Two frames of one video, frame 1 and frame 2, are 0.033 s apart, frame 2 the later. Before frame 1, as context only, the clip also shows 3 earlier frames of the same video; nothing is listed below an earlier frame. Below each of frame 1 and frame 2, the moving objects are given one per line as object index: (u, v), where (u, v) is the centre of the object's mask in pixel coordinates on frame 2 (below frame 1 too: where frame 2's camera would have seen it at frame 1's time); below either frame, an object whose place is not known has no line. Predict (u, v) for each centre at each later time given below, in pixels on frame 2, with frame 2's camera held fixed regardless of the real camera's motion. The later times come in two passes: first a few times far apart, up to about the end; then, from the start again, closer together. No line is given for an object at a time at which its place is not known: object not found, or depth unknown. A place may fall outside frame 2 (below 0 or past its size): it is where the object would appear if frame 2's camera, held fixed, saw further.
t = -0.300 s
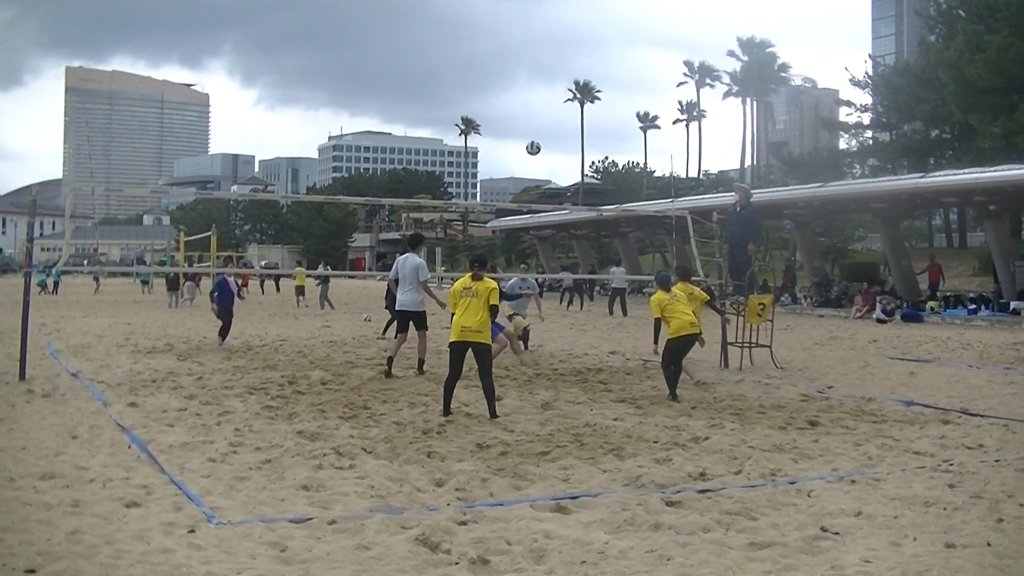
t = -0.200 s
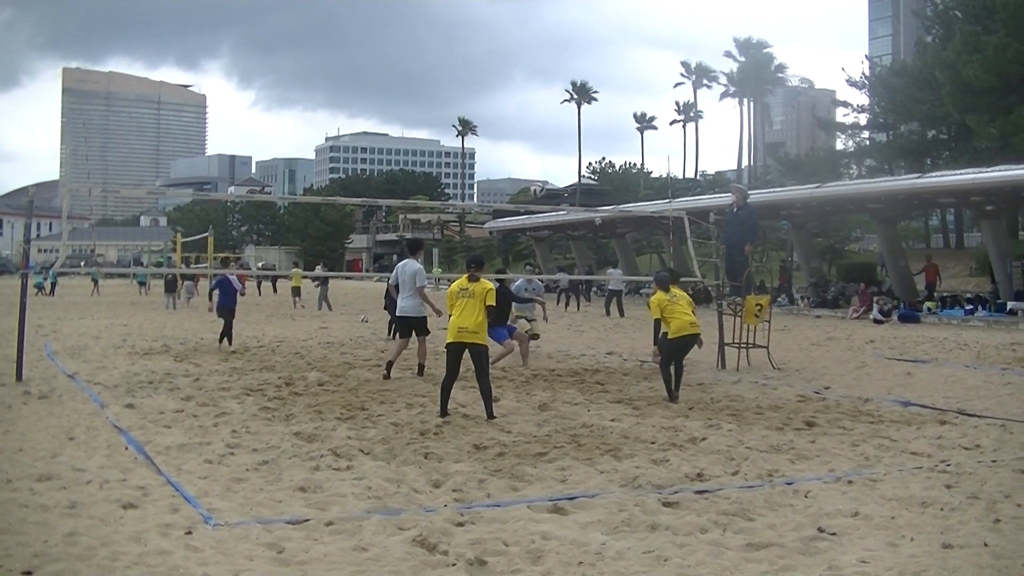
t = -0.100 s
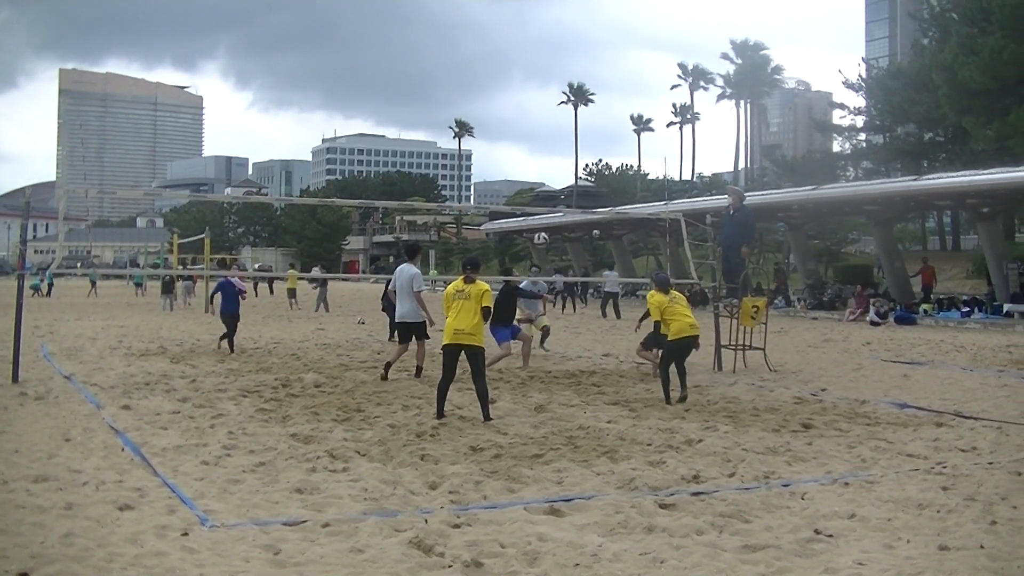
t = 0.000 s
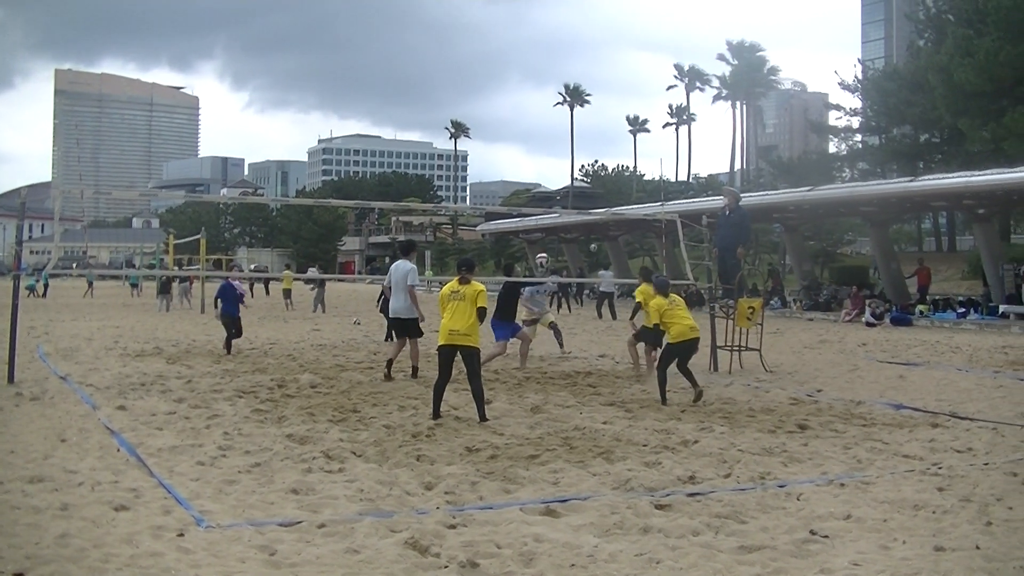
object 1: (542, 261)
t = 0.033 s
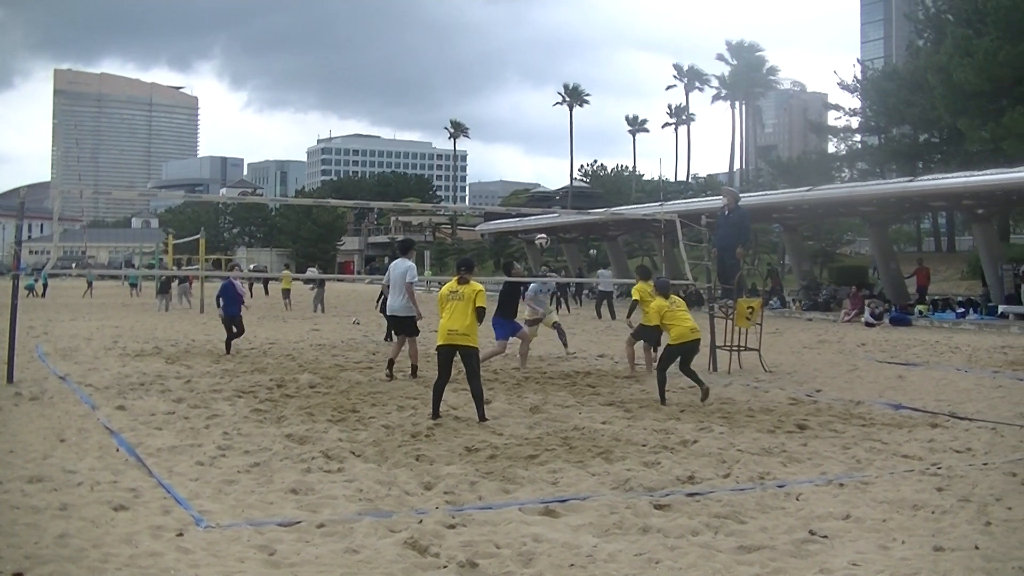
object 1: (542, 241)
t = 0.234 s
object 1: (546, 143)
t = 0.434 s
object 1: (552, 76)
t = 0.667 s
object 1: (562, 37)
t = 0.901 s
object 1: (573, 37)
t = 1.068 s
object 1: (582, 59)
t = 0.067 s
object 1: (542, 224)
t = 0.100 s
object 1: (543, 203)
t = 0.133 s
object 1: (543, 188)
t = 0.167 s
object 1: (544, 173)
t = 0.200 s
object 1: (545, 157)
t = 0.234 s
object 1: (546, 143)
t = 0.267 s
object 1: (547, 130)
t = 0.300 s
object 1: (548, 117)
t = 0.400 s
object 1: (551, 84)
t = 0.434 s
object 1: (552, 76)
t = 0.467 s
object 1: (554, 68)
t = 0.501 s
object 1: (555, 60)
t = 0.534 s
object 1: (556, 54)
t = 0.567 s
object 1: (558, 48)
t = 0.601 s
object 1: (559, 44)
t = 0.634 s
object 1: (561, 40)
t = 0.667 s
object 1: (562, 37)
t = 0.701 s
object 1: (563, 34)
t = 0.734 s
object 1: (565, 33)
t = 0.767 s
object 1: (566, 32)
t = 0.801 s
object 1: (568, 32)
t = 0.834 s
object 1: (570, 33)
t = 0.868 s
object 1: (571, 34)
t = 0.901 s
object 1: (573, 37)
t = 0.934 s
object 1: (575, 40)
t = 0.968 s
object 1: (576, 44)
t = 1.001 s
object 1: (578, 48)
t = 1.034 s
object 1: (580, 53)
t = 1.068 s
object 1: (582, 59)
